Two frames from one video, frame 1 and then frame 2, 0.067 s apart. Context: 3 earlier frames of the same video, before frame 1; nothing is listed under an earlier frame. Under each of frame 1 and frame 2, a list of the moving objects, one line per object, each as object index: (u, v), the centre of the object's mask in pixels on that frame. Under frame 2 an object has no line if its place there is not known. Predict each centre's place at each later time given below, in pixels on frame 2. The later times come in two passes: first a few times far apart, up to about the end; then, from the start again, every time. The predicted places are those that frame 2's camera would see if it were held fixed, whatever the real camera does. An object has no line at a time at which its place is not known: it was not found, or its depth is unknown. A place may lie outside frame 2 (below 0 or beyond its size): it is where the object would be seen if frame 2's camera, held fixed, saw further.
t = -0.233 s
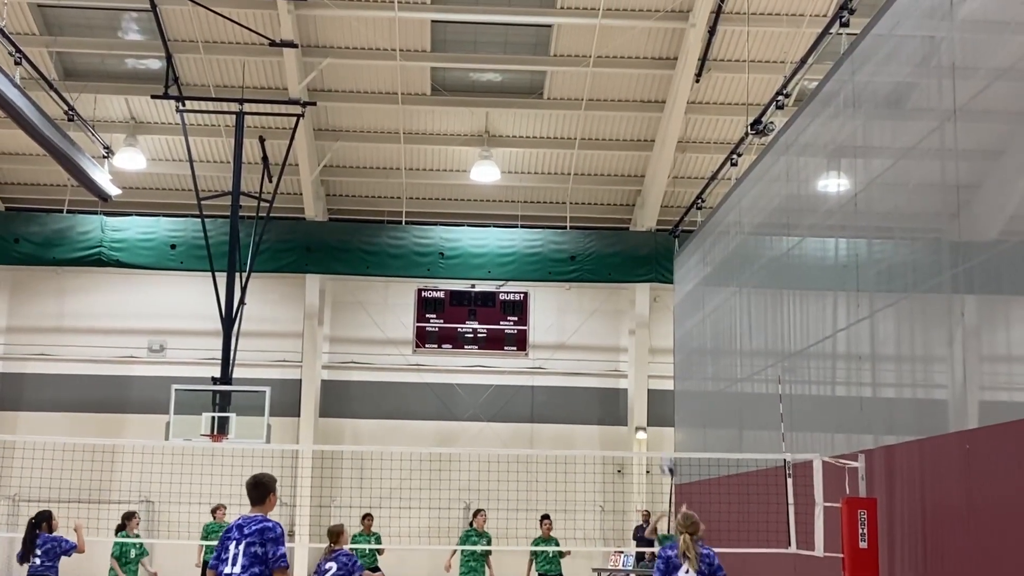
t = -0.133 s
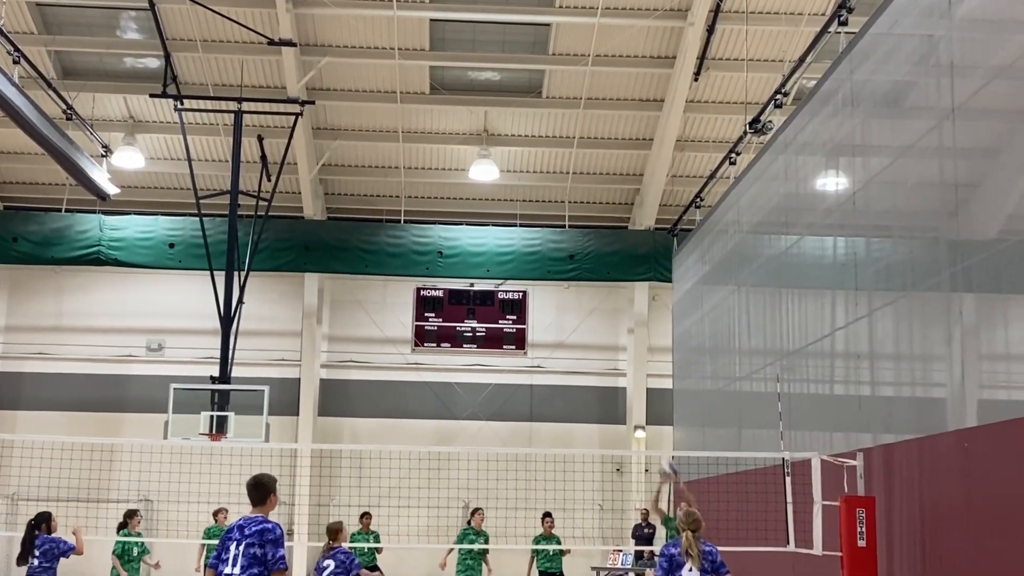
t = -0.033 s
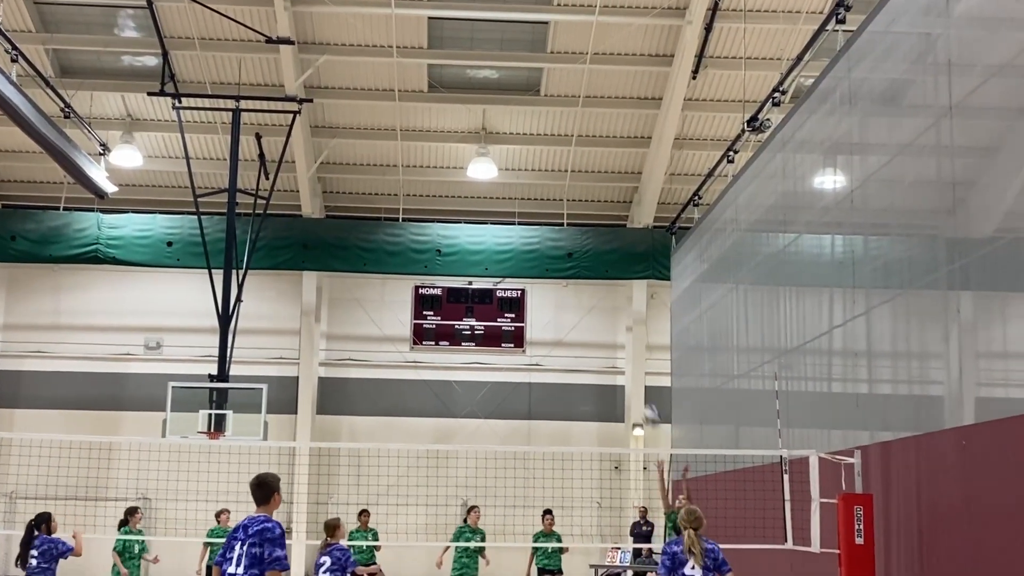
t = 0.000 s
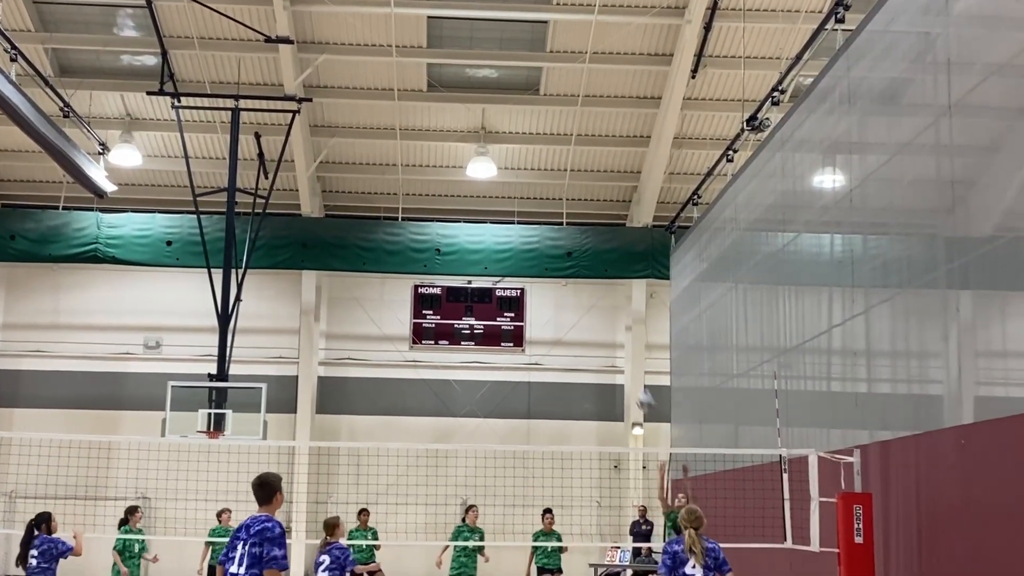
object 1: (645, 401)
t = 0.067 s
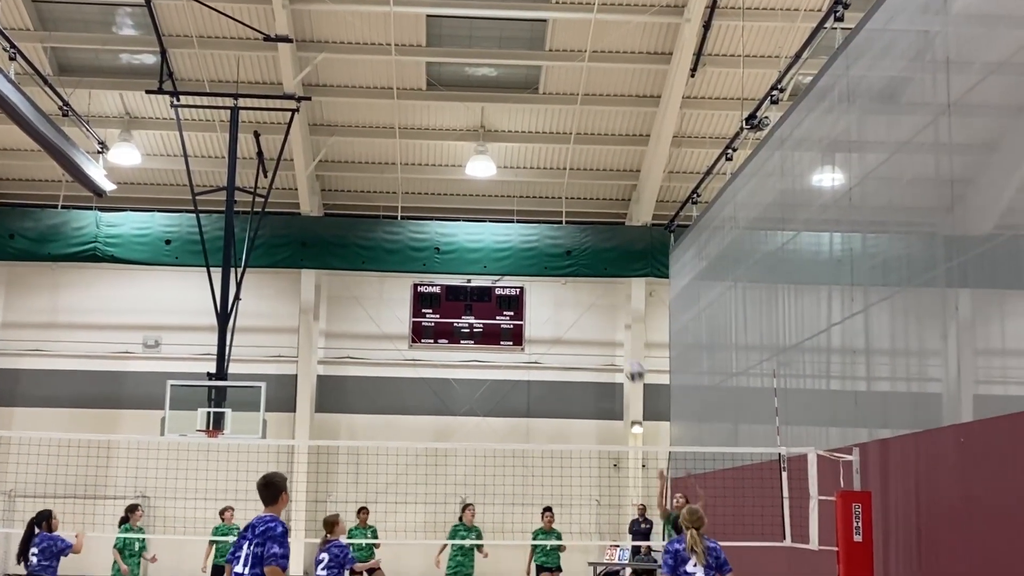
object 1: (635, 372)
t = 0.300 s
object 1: (599, 307)
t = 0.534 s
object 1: (561, 290)
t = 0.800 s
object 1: (511, 339)
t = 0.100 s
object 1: (630, 360)
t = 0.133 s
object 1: (624, 348)
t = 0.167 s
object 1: (619, 339)
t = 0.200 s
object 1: (615, 331)
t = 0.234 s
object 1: (609, 321)
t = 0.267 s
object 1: (604, 313)
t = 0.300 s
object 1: (599, 307)
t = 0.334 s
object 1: (593, 302)
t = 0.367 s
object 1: (588, 298)
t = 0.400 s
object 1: (583, 294)
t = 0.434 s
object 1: (578, 291)
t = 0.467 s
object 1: (572, 290)
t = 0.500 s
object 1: (567, 289)
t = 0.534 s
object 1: (561, 290)
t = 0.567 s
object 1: (556, 292)
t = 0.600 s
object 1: (550, 295)
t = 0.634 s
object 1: (544, 300)
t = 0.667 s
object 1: (538, 305)
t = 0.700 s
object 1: (531, 312)
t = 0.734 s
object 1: (524, 321)
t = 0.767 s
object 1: (518, 330)
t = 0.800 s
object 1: (511, 339)
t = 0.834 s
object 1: (506, 353)
